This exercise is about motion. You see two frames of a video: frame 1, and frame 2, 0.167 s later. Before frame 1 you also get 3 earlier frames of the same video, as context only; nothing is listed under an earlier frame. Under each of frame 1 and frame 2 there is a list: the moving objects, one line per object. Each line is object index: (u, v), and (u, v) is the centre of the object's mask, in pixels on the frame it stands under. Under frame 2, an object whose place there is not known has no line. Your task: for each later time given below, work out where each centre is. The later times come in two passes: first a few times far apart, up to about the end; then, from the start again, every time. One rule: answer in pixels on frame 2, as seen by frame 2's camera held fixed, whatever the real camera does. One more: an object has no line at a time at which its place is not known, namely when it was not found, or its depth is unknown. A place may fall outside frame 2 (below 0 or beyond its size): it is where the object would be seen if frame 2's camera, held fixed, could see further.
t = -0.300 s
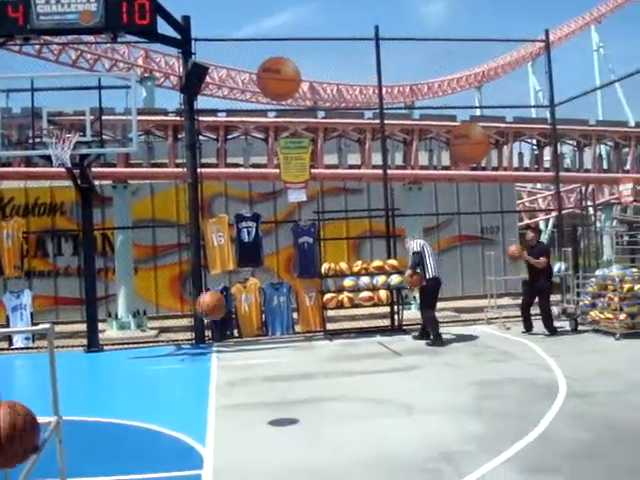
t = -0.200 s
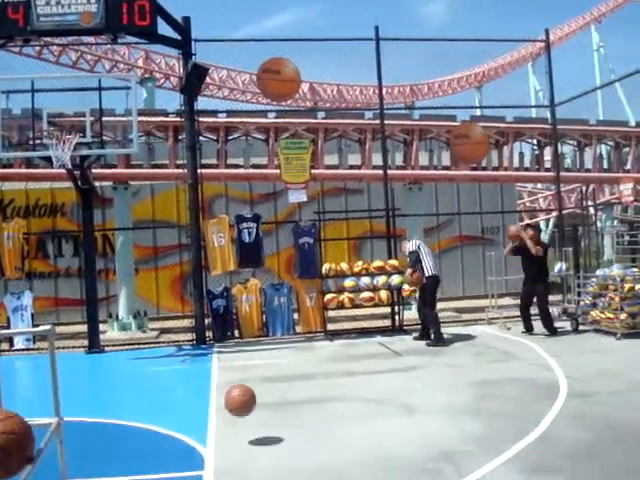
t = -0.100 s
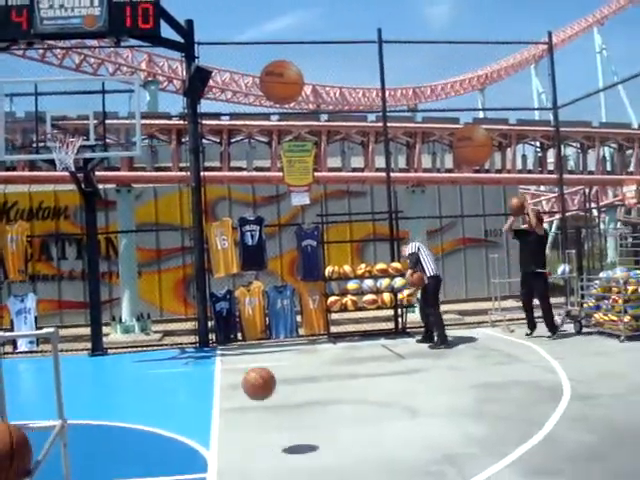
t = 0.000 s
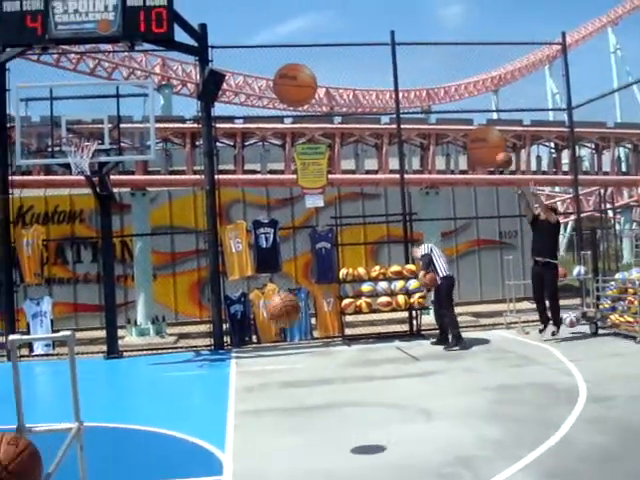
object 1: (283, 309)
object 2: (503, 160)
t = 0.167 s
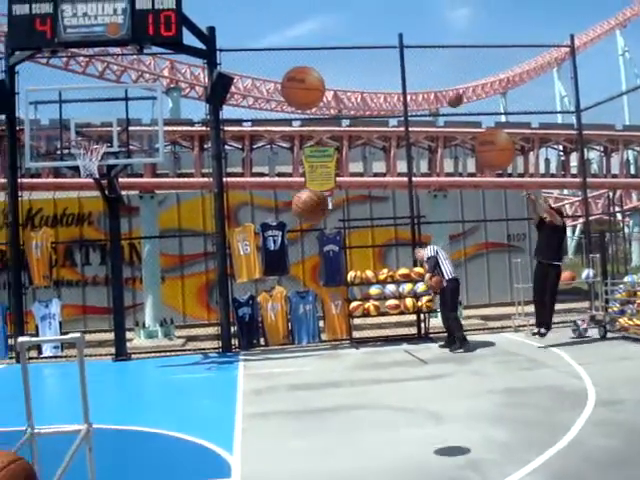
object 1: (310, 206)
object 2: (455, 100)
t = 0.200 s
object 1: (315, 189)
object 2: (442, 88)
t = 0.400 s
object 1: (346, 113)
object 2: (374, 40)
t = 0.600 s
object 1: (386, 96)
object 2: (308, 21)
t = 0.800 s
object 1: (437, 147)
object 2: (243, 29)
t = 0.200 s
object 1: (315, 189)
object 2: (442, 88)
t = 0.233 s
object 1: (320, 173)
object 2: (431, 78)
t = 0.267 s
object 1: (324, 158)
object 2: (420, 69)
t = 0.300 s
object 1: (330, 144)
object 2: (408, 61)
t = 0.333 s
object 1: (333, 133)
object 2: (396, 53)
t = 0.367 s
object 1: (340, 122)
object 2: (386, 47)
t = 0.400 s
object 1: (346, 113)
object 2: (374, 40)
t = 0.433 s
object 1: (352, 106)
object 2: (363, 36)
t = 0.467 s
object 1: (358, 101)
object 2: (352, 31)
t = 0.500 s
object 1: (365, 97)
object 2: (341, 27)
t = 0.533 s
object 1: (371, 95)
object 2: (330, 25)
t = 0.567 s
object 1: (378, 94)
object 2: (319, 23)
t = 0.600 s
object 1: (386, 96)
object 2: (308, 21)
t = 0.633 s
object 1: (394, 99)
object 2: (297, 21)
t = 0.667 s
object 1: (402, 104)
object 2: (286, 21)
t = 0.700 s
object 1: (411, 110)
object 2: (276, 22)
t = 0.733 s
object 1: (419, 120)
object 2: (265, 24)
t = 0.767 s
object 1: (428, 132)
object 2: (254, 26)
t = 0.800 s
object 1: (437, 147)
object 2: (243, 29)
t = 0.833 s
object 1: (447, 163)
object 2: (233, 34)
